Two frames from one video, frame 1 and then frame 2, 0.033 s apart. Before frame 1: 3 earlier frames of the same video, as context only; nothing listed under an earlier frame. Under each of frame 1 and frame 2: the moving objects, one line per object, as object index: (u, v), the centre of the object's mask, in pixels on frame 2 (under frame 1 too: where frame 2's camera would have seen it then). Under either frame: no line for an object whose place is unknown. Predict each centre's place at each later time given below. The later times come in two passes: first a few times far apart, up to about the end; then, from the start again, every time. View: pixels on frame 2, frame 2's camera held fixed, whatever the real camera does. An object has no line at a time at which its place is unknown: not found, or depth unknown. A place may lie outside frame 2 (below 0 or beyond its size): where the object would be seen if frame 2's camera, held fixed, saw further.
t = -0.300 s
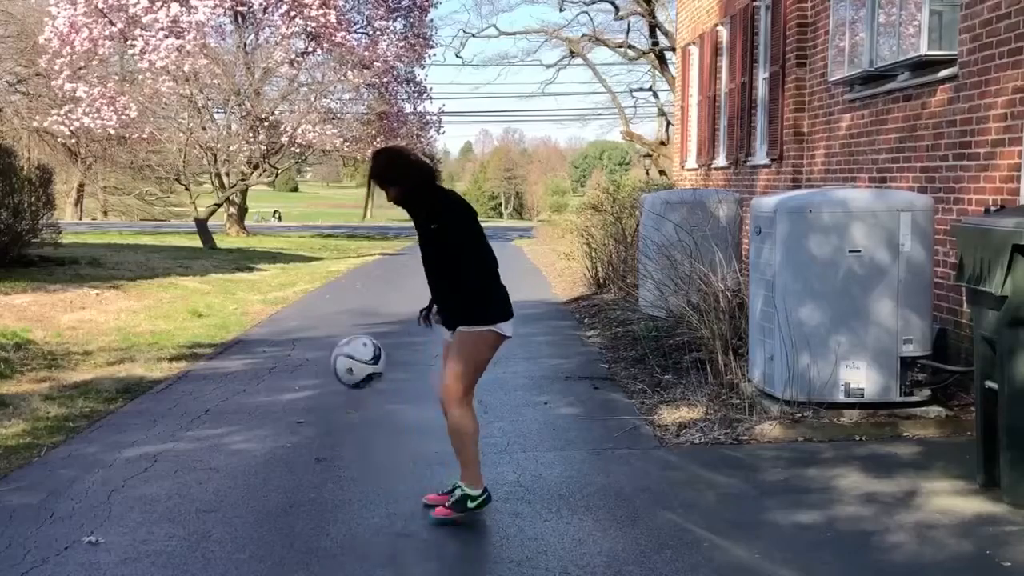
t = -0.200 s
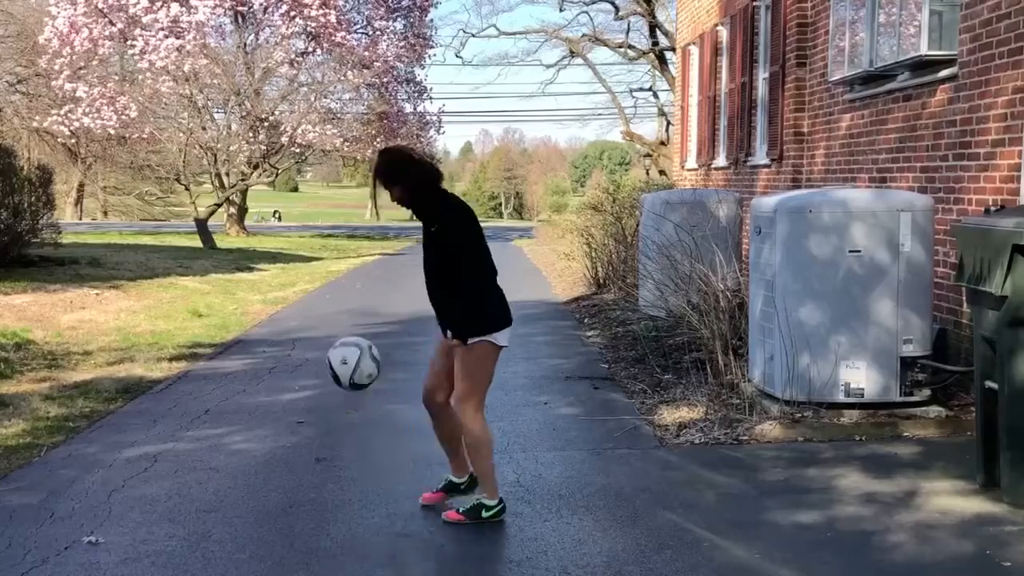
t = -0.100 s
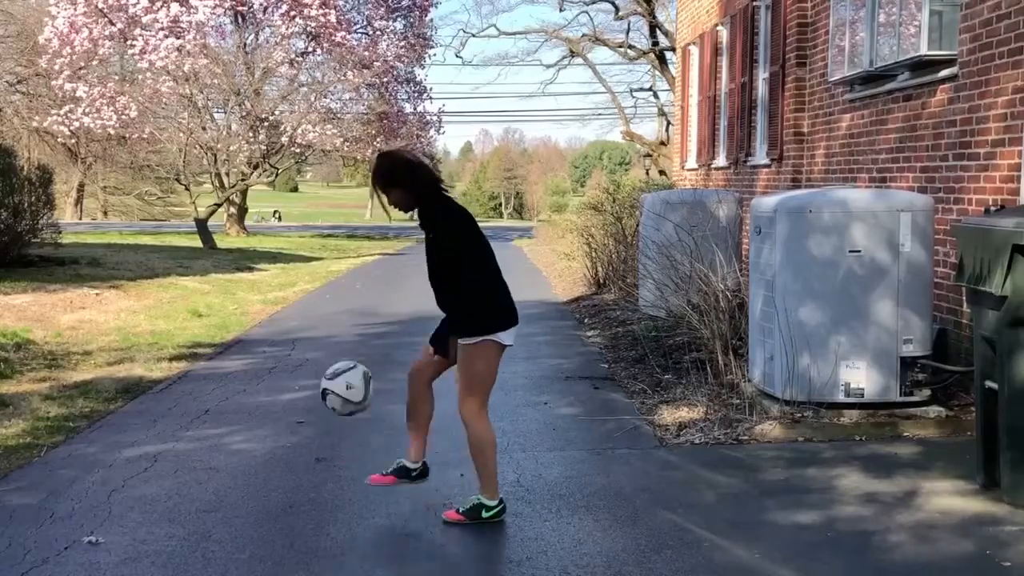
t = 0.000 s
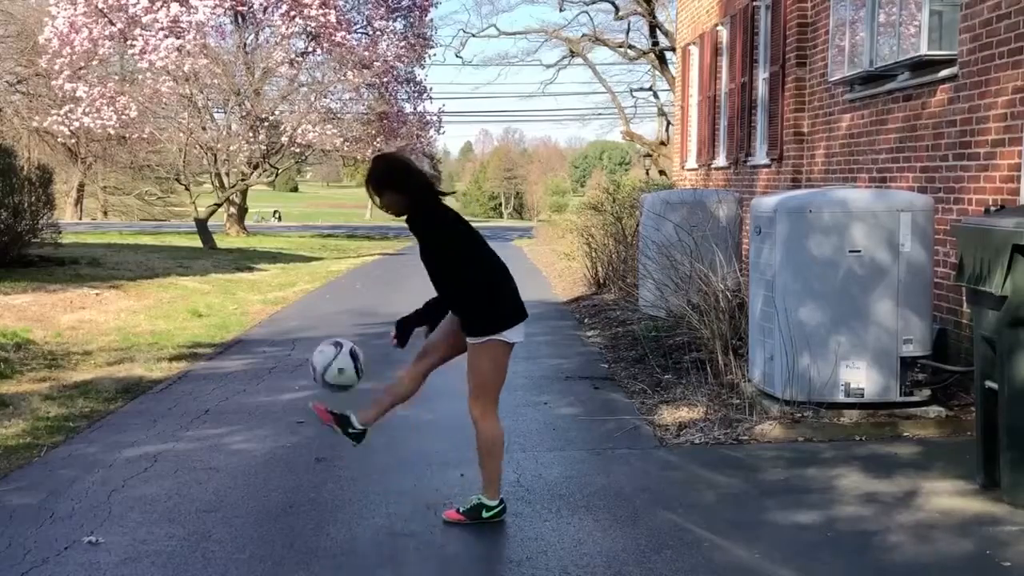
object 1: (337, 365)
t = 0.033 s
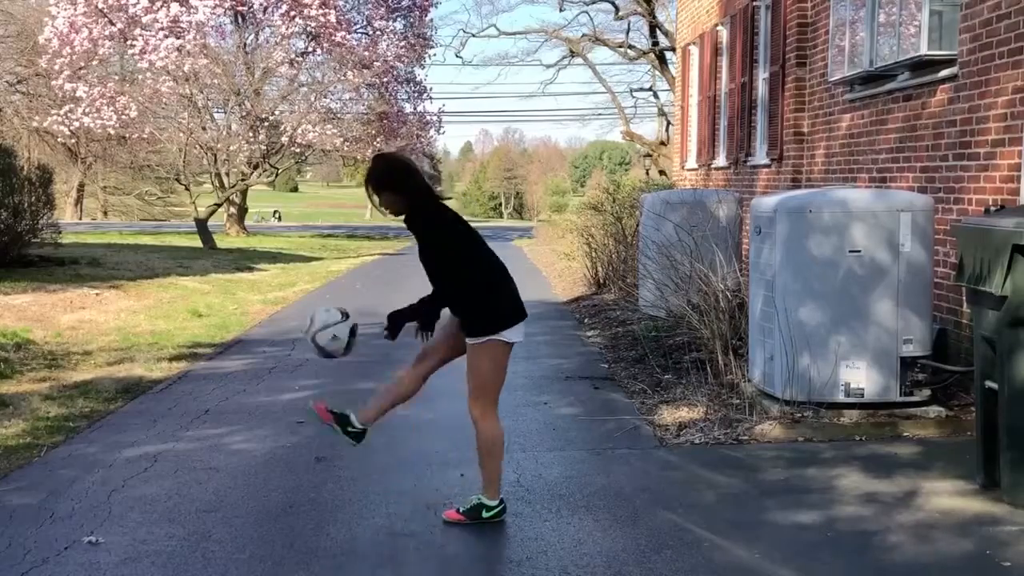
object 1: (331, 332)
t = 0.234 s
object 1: (298, 186)
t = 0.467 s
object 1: (263, 135)
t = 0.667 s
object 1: (231, 200)
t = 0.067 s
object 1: (326, 302)
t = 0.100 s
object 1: (321, 273)
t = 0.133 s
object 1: (315, 247)
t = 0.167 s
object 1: (309, 224)
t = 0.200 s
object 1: (304, 204)
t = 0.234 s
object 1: (298, 186)
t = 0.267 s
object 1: (293, 170)
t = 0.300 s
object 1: (287, 157)
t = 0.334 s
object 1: (281, 147)
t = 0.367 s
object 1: (277, 140)
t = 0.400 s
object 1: (272, 135)
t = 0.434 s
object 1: (267, 134)
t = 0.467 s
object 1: (263, 135)
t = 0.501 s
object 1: (258, 138)
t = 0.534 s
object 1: (254, 145)
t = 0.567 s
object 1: (247, 155)
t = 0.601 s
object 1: (242, 167)
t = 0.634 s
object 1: (237, 180)
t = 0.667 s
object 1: (231, 200)
